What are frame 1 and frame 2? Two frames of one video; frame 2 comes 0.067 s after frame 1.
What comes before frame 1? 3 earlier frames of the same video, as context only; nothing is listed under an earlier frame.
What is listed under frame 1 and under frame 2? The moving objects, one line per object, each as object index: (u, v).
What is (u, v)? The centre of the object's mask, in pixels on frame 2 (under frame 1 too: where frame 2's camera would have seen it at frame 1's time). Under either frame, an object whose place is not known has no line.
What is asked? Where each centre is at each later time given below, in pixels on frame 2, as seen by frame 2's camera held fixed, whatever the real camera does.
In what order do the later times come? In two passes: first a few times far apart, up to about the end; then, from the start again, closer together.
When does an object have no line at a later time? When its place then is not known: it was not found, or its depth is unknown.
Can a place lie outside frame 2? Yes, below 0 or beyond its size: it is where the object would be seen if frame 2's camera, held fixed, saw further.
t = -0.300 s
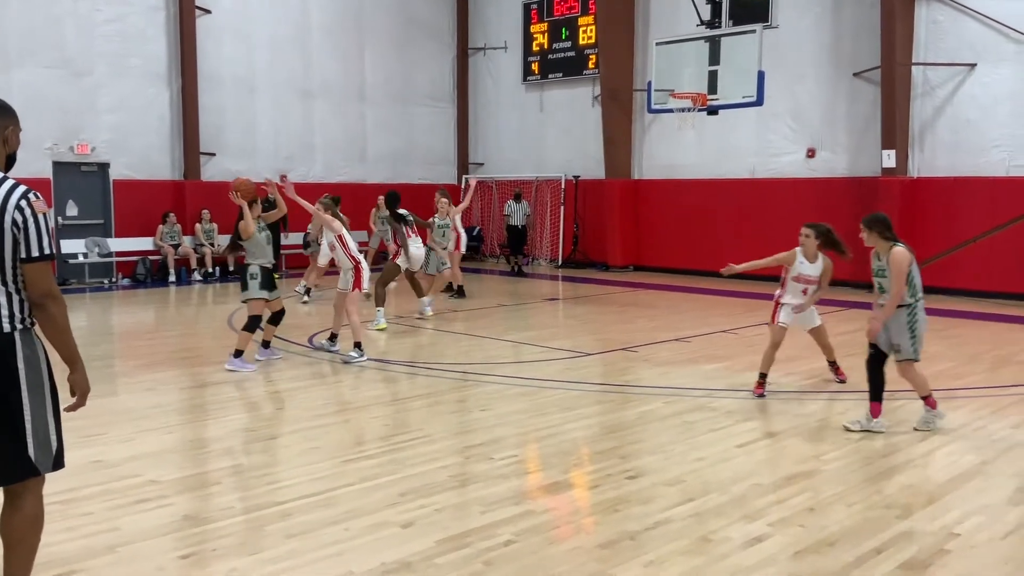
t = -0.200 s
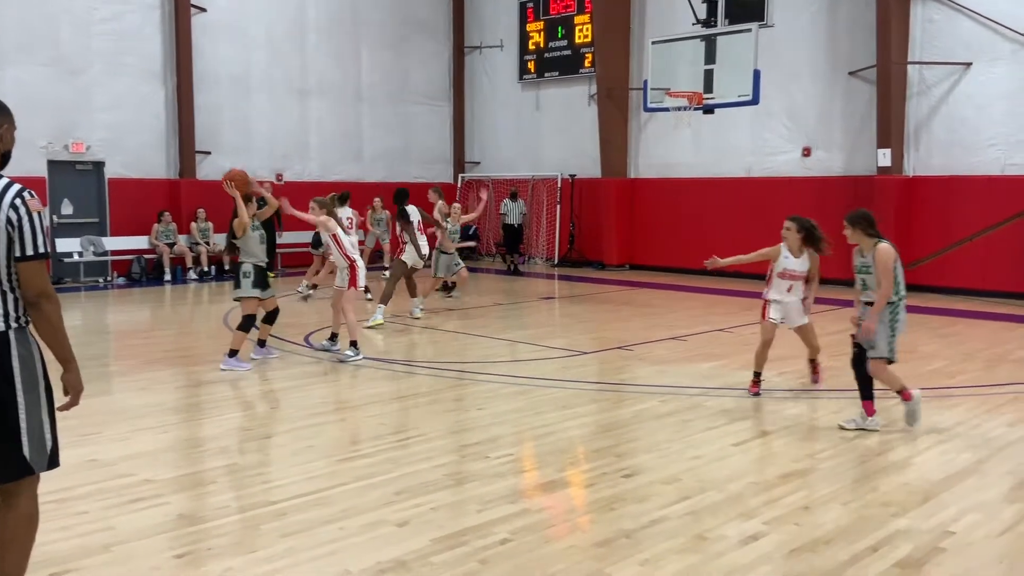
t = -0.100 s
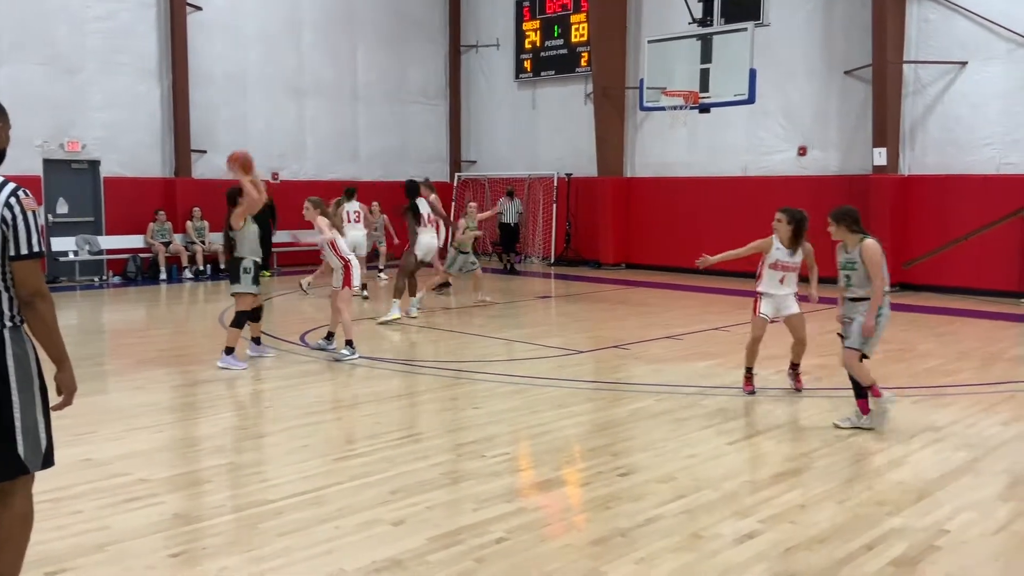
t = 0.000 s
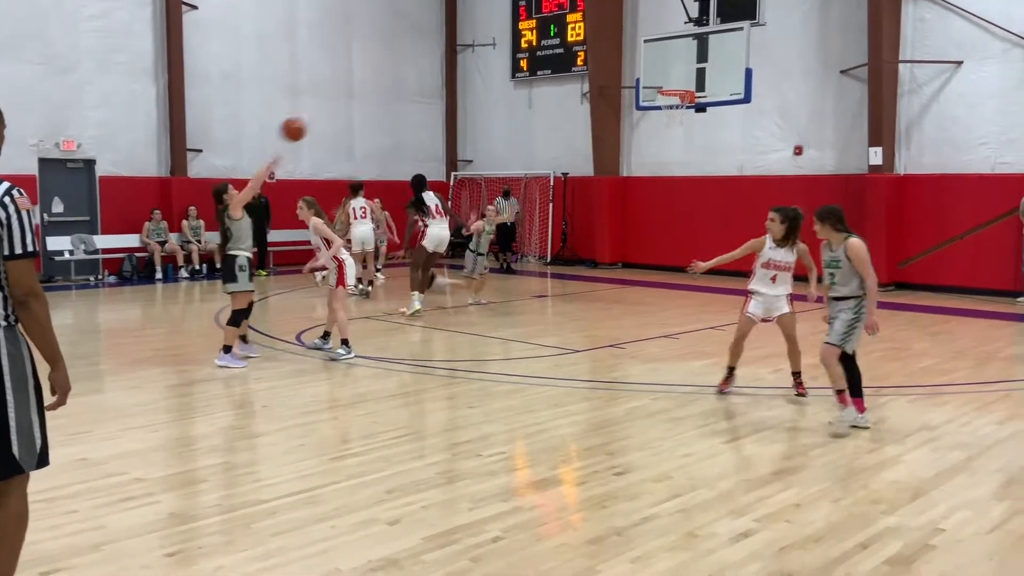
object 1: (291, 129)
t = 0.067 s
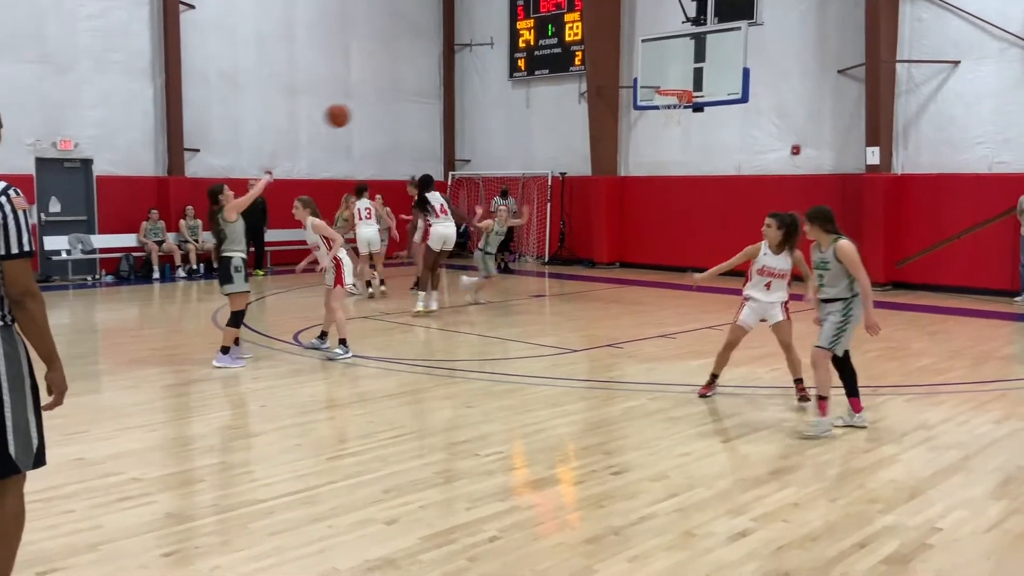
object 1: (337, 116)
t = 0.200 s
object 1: (423, 104)
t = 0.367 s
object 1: (515, 113)
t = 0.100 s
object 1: (360, 111)
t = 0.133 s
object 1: (382, 108)
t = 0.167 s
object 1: (402, 105)
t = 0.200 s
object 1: (423, 104)
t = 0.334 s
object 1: (498, 109)
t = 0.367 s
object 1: (515, 113)
